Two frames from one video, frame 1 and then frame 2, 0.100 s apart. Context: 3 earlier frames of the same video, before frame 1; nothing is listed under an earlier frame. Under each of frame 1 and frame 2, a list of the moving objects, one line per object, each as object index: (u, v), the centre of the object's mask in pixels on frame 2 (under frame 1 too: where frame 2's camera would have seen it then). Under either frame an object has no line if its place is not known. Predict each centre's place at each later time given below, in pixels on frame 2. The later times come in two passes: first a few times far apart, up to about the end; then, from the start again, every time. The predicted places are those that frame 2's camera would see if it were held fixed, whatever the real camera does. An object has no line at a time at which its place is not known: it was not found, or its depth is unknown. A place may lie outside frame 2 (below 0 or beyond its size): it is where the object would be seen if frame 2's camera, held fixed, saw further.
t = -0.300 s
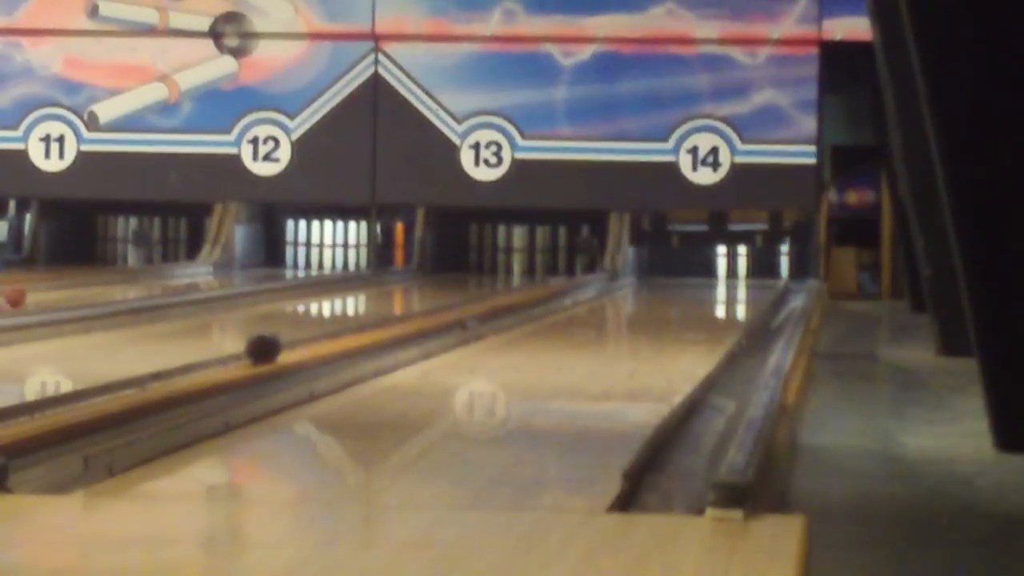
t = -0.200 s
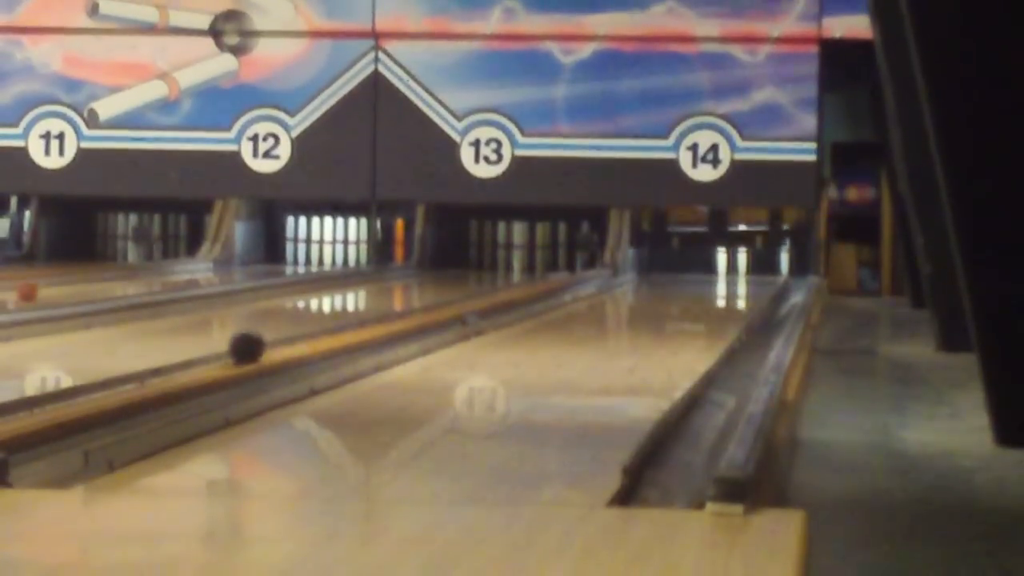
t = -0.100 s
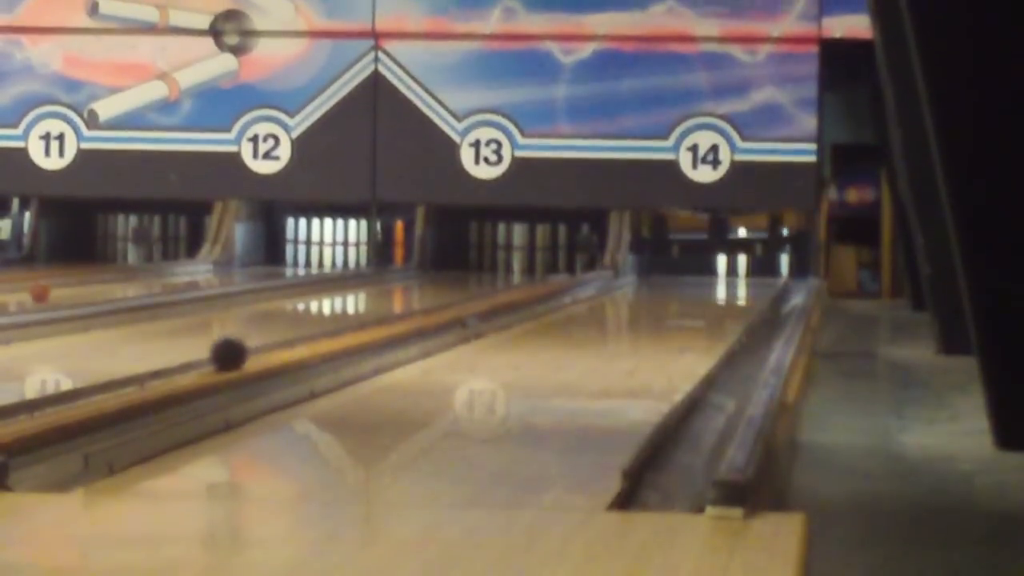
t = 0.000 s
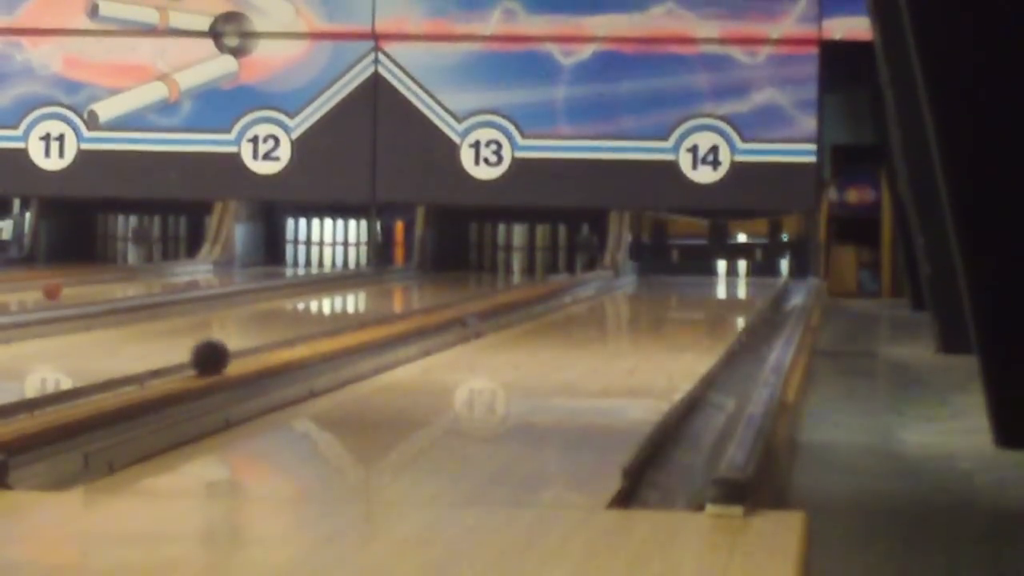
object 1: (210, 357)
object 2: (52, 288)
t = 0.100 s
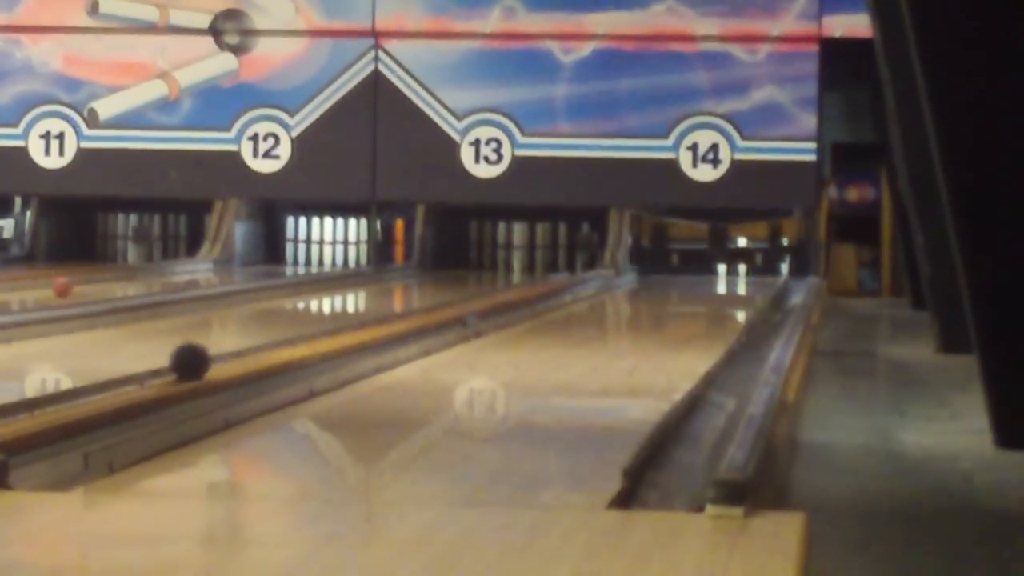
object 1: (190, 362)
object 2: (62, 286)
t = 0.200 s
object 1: (169, 367)
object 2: (73, 285)
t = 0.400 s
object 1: (122, 377)
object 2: (93, 282)
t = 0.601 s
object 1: (68, 390)
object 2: (114, 278)
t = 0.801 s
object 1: (14, 406)
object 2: (131, 275)
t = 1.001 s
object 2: (148, 275)
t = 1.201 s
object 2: (164, 273)
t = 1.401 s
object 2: (180, 272)
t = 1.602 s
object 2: (195, 269)
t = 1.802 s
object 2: (209, 269)
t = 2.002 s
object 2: (221, 268)
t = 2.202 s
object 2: (234, 266)
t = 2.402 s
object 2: (248, 265)
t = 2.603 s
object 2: (260, 262)
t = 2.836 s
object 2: (275, 261)
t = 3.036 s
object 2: (284, 261)
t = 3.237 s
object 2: (296, 260)
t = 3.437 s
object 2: (306, 260)
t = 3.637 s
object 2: (309, 260)
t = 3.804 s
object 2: (311, 259)
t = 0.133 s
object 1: (184, 364)
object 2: (66, 286)
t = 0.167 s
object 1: (176, 365)
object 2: (70, 285)
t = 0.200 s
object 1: (169, 367)
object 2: (73, 285)
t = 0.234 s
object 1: (160, 369)
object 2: (77, 283)
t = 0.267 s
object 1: (153, 370)
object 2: (80, 284)
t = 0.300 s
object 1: (146, 372)
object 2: (85, 284)
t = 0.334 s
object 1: (138, 374)
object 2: (87, 283)
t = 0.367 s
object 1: (130, 376)
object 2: (90, 282)
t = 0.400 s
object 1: (122, 377)
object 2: (93, 282)
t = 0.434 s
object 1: (113, 380)
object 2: (97, 280)
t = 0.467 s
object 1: (104, 381)
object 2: (100, 280)
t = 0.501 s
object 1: (95, 384)
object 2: (103, 280)
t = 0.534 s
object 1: (87, 386)
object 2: (106, 280)
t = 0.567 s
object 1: (77, 388)
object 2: (110, 278)
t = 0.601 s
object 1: (68, 390)
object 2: (114, 278)
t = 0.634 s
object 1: (58, 392)
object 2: (116, 278)
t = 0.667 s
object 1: (47, 395)
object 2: (120, 276)
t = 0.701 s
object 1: (38, 397)
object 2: (125, 275)
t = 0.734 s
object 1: (28, 400)
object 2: (126, 275)
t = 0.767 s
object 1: (20, 403)
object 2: (128, 275)
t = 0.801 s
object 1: (14, 406)
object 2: (131, 275)
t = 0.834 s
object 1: (9, 408)
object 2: (134, 275)
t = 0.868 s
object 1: (4, 411)
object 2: (136, 276)
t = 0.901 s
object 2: (139, 275)
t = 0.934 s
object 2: (142, 275)
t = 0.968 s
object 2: (145, 275)
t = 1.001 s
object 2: (148, 275)
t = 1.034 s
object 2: (150, 274)
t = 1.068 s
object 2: (153, 274)
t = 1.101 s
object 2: (156, 274)
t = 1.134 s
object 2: (160, 274)
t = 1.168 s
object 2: (161, 274)
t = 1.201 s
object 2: (164, 273)
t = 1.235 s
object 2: (167, 274)
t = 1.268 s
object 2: (170, 274)
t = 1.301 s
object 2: (172, 272)
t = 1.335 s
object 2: (175, 273)
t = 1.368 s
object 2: (177, 273)
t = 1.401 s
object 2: (180, 272)
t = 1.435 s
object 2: (183, 271)
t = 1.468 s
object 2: (185, 271)
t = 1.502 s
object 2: (187, 271)
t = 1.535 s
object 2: (189, 270)
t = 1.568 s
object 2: (192, 270)
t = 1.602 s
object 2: (195, 269)
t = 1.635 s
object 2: (198, 270)
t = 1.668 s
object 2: (200, 270)
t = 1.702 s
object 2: (202, 270)
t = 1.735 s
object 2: (205, 269)
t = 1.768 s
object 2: (208, 269)
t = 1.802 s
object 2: (209, 269)
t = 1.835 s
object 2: (211, 268)
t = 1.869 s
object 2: (214, 268)
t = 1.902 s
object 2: (216, 269)
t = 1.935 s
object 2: (218, 268)
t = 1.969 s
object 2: (220, 269)
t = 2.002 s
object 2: (221, 268)
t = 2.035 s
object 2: (223, 268)
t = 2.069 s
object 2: (223, 267)
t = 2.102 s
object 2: (224, 268)
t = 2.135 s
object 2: (226, 268)
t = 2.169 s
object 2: (233, 266)
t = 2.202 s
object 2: (234, 266)
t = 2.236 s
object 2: (236, 266)
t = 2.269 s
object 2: (238, 265)
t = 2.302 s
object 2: (243, 264)
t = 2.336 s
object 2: (244, 265)
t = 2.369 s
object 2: (246, 265)
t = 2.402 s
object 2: (248, 265)
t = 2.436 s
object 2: (249, 264)
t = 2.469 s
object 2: (251, 264)
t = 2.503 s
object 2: (254, 263)
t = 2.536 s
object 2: (257, 262)
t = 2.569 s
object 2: (257, 263)
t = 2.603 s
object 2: (260, 262)
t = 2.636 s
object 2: (261, 262)
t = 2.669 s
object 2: (264, 261)
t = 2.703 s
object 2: (266, 262)
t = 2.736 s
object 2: (268, 261)
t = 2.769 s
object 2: (270, 262)
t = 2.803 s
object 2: (272, 260)
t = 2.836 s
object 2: (275, 261)
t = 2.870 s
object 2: (276, 260)
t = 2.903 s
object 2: (278, 260)
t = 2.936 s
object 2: (279, 260)
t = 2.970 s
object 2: (281, 260)
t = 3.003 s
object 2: (283, 261)
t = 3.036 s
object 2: (284, 261)
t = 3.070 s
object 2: (286, 261)
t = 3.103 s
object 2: (287, 261)
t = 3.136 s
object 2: (289, 261)
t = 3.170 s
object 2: (291, 260)
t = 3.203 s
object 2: (293, 260)
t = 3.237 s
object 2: (296, 260)
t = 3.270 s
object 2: (299, 260)
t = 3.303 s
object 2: (300, 260)
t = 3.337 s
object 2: (301, 260)
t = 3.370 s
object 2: (302, 260)
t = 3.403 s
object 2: (303, 260)
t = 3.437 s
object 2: (306, 260)
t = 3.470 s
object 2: (309, 260)
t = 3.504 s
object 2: (309, 259)
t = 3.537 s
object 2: (308, 259)
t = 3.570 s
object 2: (308, 259)
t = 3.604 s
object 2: (310, 258)
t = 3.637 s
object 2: (309, 260)
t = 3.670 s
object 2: (309, 259)
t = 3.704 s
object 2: (309, 259)
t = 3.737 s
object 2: (310, 259)
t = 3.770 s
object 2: (311, 258)
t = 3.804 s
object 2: (311, 259)
